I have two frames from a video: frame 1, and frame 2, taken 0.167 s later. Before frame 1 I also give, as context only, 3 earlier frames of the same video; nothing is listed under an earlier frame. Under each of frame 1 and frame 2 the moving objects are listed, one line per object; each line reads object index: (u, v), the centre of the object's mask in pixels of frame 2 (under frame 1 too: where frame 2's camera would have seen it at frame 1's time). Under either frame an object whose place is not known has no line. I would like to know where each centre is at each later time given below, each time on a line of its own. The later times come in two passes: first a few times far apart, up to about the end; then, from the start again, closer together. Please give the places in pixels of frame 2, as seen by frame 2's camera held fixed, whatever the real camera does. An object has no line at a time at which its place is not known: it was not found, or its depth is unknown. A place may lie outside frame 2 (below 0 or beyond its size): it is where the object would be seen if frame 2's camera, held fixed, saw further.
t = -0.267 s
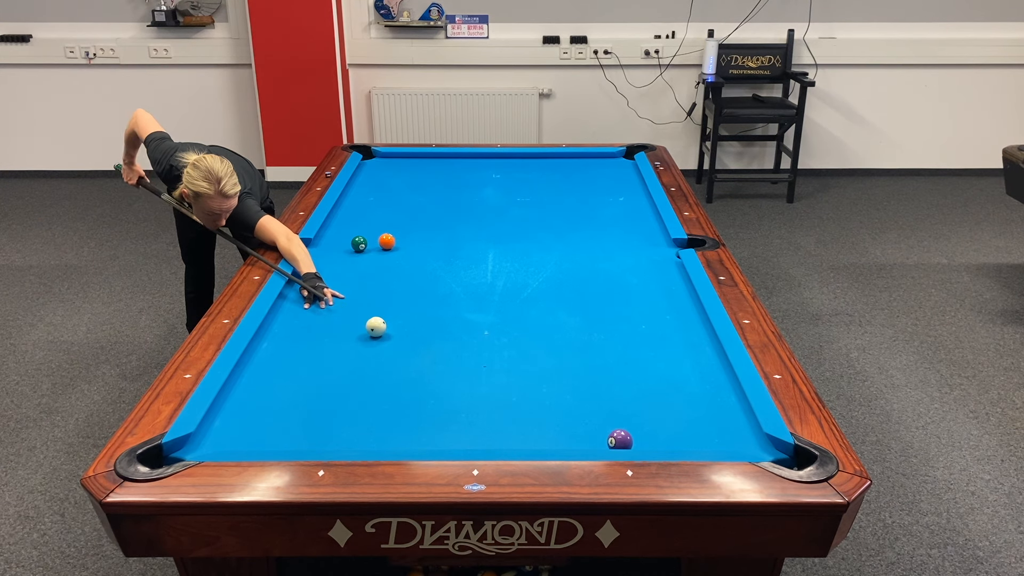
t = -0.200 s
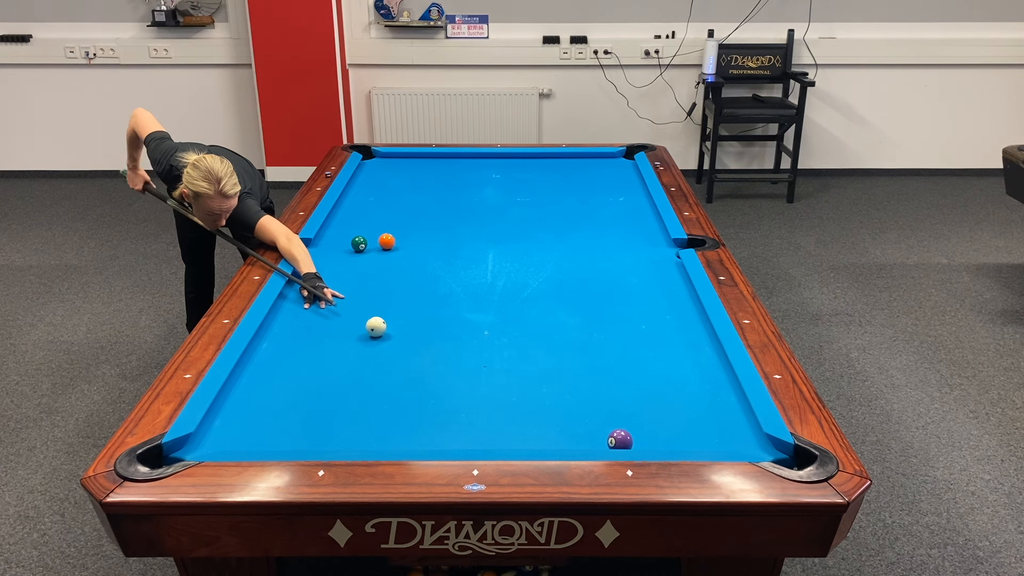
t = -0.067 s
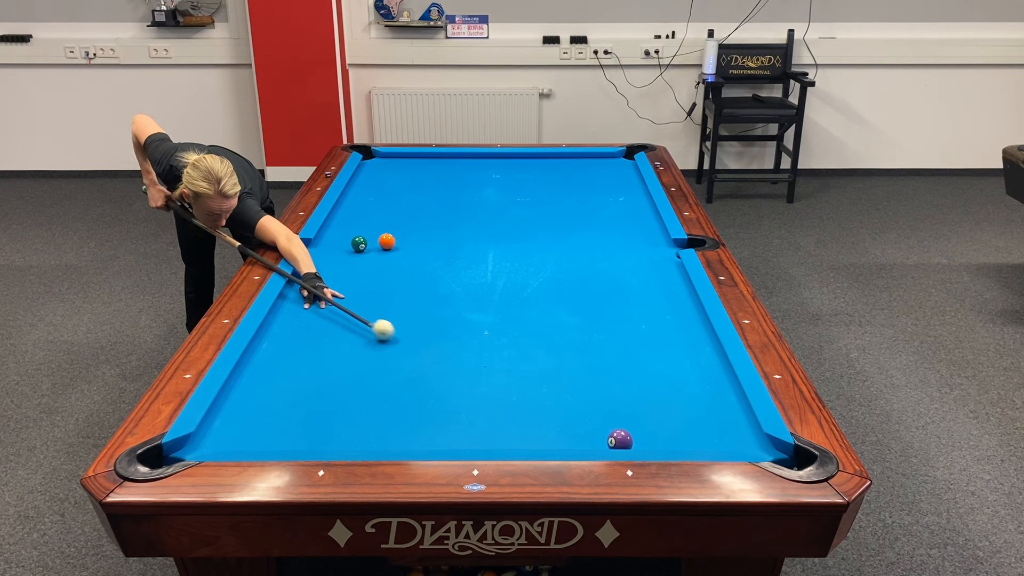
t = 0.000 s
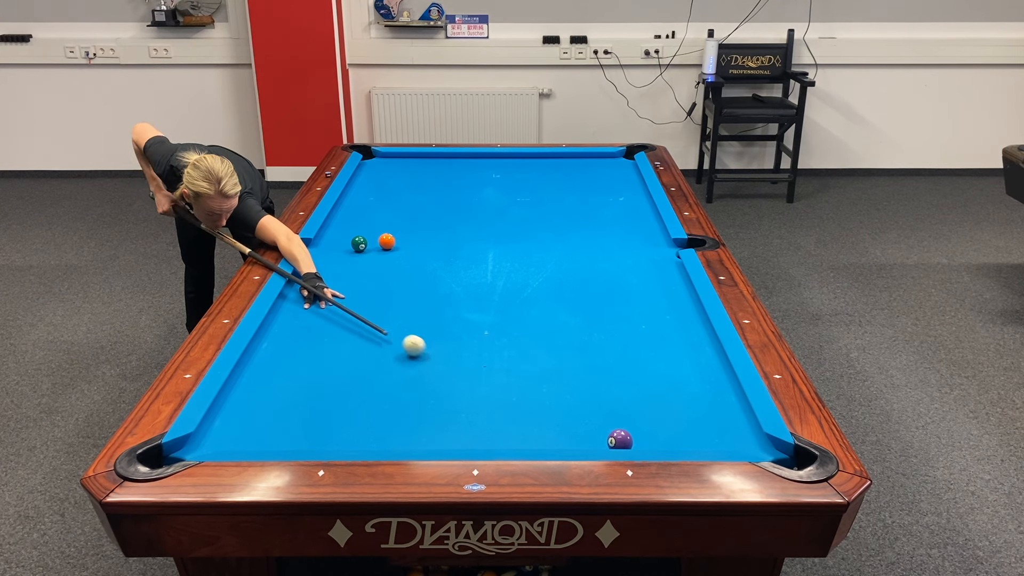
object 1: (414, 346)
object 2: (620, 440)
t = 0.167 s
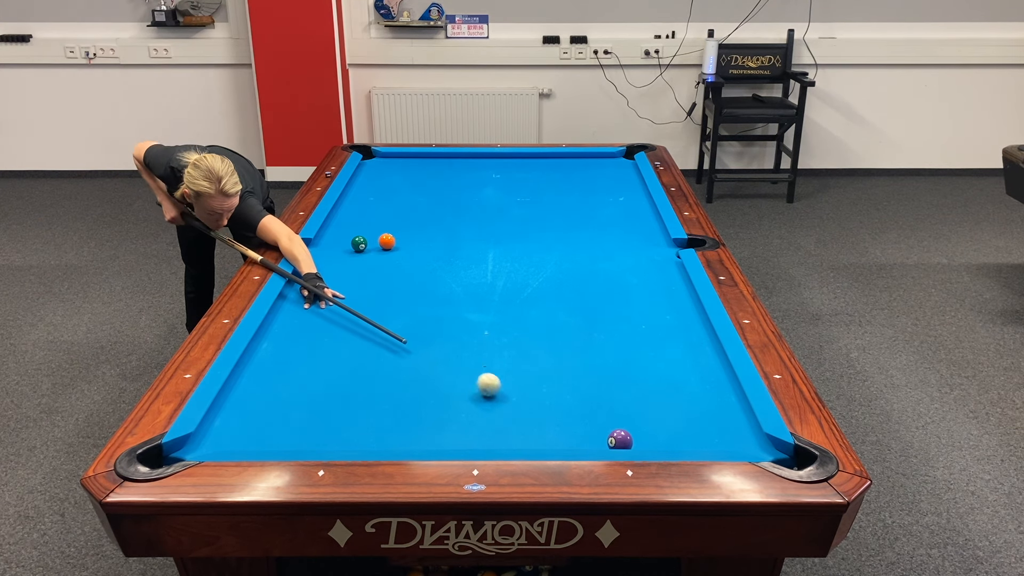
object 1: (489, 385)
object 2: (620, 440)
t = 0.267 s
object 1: (532, 408)
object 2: (620, 440)
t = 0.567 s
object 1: (583, 423)
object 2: (689, 442)
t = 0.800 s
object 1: (578, 398)
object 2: (760, 444)
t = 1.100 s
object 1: (572, 371)
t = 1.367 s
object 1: (568, 350)
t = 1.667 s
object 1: (564, 329)
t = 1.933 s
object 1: (561, 314)
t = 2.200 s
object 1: (558, 300)
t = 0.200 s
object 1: (503, 392)
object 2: (620, 440)
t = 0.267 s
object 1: (532, 408)
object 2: (620, 440)
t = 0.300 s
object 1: (547, 415)
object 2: (620, 440)
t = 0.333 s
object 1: (563, 424)
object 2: (620, 440)
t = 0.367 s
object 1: (578, 433)
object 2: (620, 440)
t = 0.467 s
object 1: (589, 437)
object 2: (651, 441)
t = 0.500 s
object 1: (586, 433)
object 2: (665, 441)
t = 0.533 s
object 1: (584, 428)
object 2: (678, 442)
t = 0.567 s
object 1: (583, 423)
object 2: (689, 442)
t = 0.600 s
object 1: (582, 420)
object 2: (699, 442)
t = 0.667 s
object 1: (580, 412)
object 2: (720, 442)
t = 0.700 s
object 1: (580, 409)
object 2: (730, 442)
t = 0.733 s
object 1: (579, 405)
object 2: (740, 443)
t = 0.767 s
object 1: (578, 402)
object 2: (750, 443)
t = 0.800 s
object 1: (578, 398)
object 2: (760, 444)
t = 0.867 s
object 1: (576, 392)
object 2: (768, 448)
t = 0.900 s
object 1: (576, 388)
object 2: (770, 450)
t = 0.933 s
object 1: (575, 385)
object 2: (773, 453)
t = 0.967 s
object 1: (574, 382)
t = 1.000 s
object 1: (574, 379)
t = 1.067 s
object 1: (573, 373)
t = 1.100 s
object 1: (572, 371)
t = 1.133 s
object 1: (572, 368)
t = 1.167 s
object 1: (571, 365)
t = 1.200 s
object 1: (571, 362)
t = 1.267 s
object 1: (570, 357)
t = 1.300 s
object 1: (569, 355)
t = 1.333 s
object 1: (569, 352)
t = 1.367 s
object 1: (568, 350)
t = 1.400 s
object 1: (568, 347)
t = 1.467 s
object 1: (567, 343)
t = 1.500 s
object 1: (566, 340)
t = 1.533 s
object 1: (566, 338)
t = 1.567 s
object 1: (566, 336)
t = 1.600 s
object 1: (565, 334)
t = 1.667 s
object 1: (564, 329)
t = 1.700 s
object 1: (564, 327)
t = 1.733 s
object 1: (563, 325)
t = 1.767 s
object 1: (563, 323)
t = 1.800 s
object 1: (563, 321)
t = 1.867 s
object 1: (562, 318)
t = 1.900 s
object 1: (561, 316)
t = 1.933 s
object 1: (561, 314)
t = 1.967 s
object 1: (561, 312)
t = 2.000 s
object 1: (560, 310)
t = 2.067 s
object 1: (559, 307)
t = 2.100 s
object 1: (559, 305)
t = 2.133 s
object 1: (559, 303)
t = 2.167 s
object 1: (558, 302)
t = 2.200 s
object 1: (558, 300)
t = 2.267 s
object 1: (557, 297)
